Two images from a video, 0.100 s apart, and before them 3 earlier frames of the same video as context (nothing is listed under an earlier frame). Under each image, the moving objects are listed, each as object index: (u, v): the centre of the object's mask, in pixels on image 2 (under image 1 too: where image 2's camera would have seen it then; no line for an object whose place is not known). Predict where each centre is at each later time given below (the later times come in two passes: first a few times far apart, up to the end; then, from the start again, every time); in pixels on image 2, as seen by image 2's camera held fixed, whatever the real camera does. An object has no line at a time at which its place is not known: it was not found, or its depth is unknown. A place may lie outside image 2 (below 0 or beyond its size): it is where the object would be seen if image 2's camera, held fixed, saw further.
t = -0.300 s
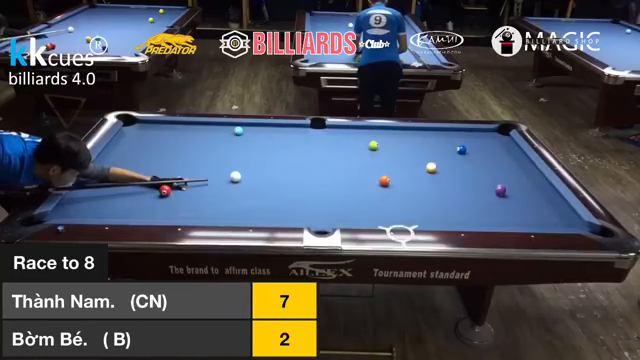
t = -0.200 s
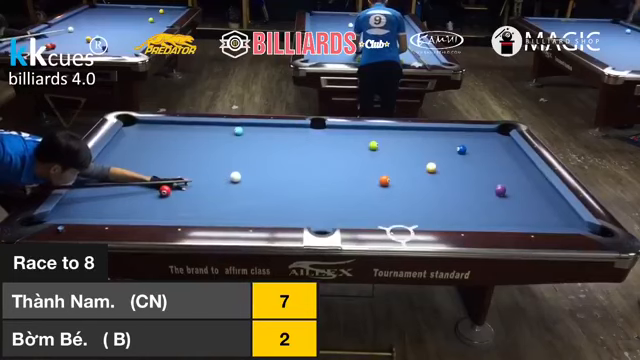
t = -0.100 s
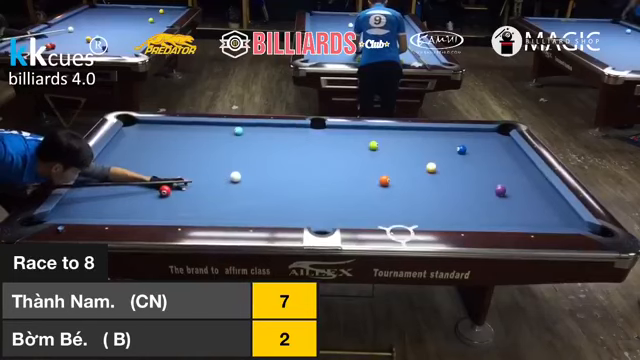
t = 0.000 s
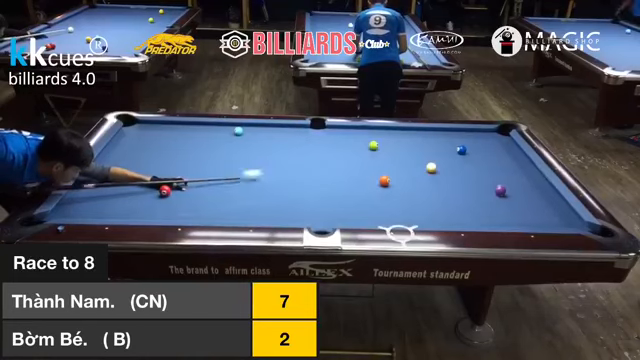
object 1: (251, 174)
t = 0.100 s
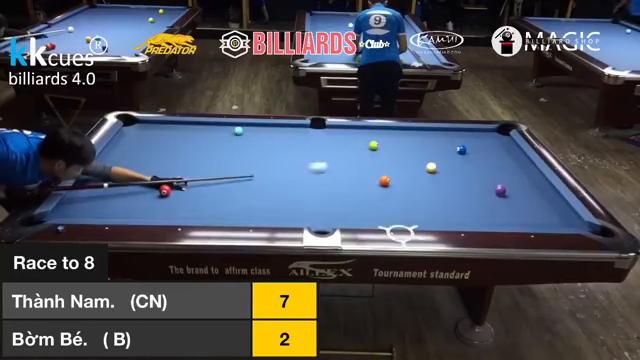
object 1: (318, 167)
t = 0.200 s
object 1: (376, 160)
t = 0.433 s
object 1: (467, 155)
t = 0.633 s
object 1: (494, 165)
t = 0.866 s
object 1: (528, 176)
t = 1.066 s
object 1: (544, 186)
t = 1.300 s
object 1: (540, 199)
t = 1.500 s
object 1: (536, 211)
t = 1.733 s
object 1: (532, 224)
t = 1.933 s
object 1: (512, 219)
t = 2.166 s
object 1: (490, 211)
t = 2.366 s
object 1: (472, 204)
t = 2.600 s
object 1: (453, 197)
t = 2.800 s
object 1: (438, 192)
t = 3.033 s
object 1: (422, 186)
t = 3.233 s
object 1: (410, 181)
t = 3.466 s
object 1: (396, 176)
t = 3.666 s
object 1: (386, 171)
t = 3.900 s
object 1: (374, 168)
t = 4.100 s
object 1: (365, 165)
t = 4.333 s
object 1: (355, 161)
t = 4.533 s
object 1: (347, 158)
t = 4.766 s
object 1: (339, 155)
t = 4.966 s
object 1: (333, 153)
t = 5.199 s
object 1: (326, 150)
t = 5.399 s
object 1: (321, 149)
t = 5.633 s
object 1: (315, 146)
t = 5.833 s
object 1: (311, 145)
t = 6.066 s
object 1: (306, 143)
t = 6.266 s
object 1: (303, 142)
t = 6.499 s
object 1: (300, 141)
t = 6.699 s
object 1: (297, 140)
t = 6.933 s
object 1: (295, 139)
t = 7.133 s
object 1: (294, 138)
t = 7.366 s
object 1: (293, 138)
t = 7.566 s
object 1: (292, 137)
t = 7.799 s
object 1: (292, 137)
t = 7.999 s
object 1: (292, 137)
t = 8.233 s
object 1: (292, 137)
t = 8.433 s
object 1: (292, 137)
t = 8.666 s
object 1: (292, 137)
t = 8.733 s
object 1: (292, 137)
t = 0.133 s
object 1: (339, 165)
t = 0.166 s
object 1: (358, 162)
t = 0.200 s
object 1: (376, 160)
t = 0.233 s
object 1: (394, 158)
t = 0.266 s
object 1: (411, 156)
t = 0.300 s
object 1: (427, 154)
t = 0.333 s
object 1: (443, 153)
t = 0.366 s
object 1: (456, 151)
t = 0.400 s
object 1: (462, 153)
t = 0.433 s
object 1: (467, 155)
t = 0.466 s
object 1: (471, 157)
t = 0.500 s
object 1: (476, 158)
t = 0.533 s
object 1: (481, 160)
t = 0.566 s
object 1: (485, 162)
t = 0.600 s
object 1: (490, 163)
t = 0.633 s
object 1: (494, 165)
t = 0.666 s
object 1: (499, 166)
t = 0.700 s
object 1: (504, 168)
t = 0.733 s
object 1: (508, 169)
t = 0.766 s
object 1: (513, 171)
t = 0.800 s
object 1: (518, 173)
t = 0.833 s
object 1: (522, 174)
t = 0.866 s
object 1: (528, 176)
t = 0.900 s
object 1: (533, 178)
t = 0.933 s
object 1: (538, 179)
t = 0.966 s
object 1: (543, 181)
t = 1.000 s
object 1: (545, 183)
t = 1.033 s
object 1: (545, 184)
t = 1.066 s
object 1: (544, 186)
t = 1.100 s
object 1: (543, 188)
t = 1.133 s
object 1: (543, 190)
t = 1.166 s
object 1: (542, 192)
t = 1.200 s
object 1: (542, 194)
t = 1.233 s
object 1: (541, 195)
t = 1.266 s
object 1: (540, 198)
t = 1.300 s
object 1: (540, 199)
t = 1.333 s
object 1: (539, 201)
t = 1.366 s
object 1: (539, 203)
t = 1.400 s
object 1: (538, 205)
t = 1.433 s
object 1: (538, 207)
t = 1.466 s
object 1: (537, 209)
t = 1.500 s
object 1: (536, 211)
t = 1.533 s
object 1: (536, 213)
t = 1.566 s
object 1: (535, 215)
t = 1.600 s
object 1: (535, 217)
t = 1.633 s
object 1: (534, 219)
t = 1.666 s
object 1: (534, 221)
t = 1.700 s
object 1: (533, 223)
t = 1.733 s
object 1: (532, 224)
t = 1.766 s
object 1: (529, 224)
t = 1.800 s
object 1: (525, 223)
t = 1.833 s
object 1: (521, 222)
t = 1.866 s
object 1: (519, 220)
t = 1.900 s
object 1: (515, 220)
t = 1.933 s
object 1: (512, 219)
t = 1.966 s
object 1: (509, 217)
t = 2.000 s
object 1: (505, 217)
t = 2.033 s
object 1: (502, 216)
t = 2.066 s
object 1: (499, 215)
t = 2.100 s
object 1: (496, 213)
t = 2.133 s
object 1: (493, 212)
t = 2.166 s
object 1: (490, 211)
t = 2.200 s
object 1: (487, 210)
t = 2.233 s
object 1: (484, 209)
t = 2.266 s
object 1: (481, 208)
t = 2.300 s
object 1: (478, 207)
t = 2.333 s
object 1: (475, 205)
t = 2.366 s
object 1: (472, 204)
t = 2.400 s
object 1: (469, 203)
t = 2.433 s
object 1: (467, 202)
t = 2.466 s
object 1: (464, 201)
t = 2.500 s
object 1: (461, 200)
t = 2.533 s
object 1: (458, 199)
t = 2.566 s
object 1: (456, 198)
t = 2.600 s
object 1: (453, 197)
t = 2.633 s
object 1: (451, 197)
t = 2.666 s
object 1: (448, 195)
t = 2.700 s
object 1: (446, 195)
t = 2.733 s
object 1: (443, 194)
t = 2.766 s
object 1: (441, 193)
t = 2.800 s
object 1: (438, 192)
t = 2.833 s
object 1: (436, 191)
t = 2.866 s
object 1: (433, 190)
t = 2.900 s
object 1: (431, 189)
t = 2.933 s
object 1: (429, 189)
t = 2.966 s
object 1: (427, 188)
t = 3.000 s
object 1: (425, 187)
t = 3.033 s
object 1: (422, 186)
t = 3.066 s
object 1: (420, 185)
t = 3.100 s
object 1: (418, 184)
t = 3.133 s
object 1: (416, 184)
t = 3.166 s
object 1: (414, 183)
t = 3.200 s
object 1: (412, 182)
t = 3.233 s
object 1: (410, 181)
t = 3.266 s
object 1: (408, 180)
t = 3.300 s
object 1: (406, 180)
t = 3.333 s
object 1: (404, 179)
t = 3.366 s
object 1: (402, 179)
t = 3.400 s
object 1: (401, 178)
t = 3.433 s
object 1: (398, 177)
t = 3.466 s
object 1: (396, 176)
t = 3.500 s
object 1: (394, 176)
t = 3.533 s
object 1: (393, 175)
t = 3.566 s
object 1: (391, 174)
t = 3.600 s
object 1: (389, 173)
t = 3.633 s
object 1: (388, 172)
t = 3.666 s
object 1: (386, 171)
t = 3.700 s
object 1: (384, 171)
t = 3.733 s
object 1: (382, 171)
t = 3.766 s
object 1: (380, 170)
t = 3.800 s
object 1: (379, 170)
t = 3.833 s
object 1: (377, 169)
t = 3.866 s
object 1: (376, 169)
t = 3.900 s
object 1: (374, 168)
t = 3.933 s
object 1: (372, 168)
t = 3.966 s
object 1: (371, 167)
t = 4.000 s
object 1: (369, 166)
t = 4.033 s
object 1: (368, 166)
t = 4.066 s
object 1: (367, 165)
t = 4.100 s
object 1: (365, 165)
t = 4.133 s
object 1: (363, 165)
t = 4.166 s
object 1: (362, 164)
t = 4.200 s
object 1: (360, 163)
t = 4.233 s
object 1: (359, 163)
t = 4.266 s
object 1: (358, 162)
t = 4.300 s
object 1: (357, 162)
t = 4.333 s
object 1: (355, 161)
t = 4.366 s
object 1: (354, 161)
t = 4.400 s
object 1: (352, 160)
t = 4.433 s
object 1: (351, 160)
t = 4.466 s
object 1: (350, 159)
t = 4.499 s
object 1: (349, 159)
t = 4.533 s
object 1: (347, 158)
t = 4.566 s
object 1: (346, 158)
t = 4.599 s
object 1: (345, 158)
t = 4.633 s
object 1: (344, 157)
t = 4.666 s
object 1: (343, 157)
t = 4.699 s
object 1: (342, 156)
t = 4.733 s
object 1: (340, 156)
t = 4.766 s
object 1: (339, 155)
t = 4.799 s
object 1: (338, 155)
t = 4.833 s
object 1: (337, 155)
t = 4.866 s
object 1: (336, 154)
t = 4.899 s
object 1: (335, 154)
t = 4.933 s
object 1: (334, 153)
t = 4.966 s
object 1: (333, 153)
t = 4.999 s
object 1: (332, 152)
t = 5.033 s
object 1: (331, 152)
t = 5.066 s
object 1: (330, 151)
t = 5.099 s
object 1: (328, 151)
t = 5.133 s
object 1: (327, 151)
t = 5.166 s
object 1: (327, 150)
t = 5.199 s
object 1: (326, 150)
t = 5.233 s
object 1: (325, 150)
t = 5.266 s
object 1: (324, 150)
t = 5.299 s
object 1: (323, 149)
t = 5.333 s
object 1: (322, 149)
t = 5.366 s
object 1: (321, 149)
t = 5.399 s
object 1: (321, 149)
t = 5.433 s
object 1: (320, 148)
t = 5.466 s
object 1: (319, 148)
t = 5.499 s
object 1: (318, 147)
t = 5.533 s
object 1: (317, 147)
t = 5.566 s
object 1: (316, 147)
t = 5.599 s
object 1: (316, 147)
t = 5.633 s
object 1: (315, 146)
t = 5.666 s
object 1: (314, 146)
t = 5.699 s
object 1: (313, 146)
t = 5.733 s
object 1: (313, 146)
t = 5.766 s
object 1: (312, 145)
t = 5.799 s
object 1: (311, 145)
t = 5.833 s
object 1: (311, 145)
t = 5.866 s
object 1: (310, 145)
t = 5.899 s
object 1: (309, 144)
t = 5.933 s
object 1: (309, 144)
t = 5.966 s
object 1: (308, 144)
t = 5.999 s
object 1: (307, 144)
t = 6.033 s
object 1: (307, 143)
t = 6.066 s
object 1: (306, 143)
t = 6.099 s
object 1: (305, 143)
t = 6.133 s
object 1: (305, 143)
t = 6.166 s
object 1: (304, 143)
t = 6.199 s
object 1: (304, 142)
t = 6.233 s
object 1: (303, 142)
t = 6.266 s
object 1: (303, 142)
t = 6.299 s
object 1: (302, 141)
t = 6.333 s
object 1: (302, 141)
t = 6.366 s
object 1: (301, 141)
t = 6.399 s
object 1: (301, 141)
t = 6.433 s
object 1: (300, 141)
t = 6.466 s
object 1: (300, 141)
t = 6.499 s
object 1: (300, 141)
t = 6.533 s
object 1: (299, 140)
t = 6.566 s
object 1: (299, 140)
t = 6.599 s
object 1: (298, 140)
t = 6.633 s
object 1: (298, 140)
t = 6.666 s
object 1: (298, 140)
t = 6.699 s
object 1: (297, 140)
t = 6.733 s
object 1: (297, 140)
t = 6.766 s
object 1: (297, 139)
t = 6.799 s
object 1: (296, 139)
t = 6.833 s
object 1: (296, 139)
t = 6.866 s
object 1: (296, 139)
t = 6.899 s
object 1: (295, 139)
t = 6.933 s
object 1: (295, 139)
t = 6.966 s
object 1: (295, 139)
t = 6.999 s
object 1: (294, 139)
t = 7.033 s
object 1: (294, 139)
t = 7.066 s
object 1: (294, 138)
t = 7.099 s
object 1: (294, 138)
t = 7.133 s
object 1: (294, 138)
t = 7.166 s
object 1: (294, 138)
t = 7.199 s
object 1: (293, 138)
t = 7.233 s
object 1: (293, 138)
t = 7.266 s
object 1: (293, 138)
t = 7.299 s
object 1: (293, 138)
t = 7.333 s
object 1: (293, 138)
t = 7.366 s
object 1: (293, 138)
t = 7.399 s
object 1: (292, 138)
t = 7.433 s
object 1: (292, 138)
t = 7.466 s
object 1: (292, 137)
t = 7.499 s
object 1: (292, 137)
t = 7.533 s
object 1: (292, 137)
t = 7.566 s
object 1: (292, 137)
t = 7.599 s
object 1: (292, 137)
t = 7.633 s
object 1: (292, 137)
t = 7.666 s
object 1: (292, 137)
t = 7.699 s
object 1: (292, 137)
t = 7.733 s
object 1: (292, 137)
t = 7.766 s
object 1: (292, 137)
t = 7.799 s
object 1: (292, 137)
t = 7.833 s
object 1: (292, 137)
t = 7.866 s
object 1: (292, 137)
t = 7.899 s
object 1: (292, 137)
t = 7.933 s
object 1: (292, 137)
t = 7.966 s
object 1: (292, 137)
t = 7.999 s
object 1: (292, 137)
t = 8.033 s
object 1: (292, 137)
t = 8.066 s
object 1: (292, 137)
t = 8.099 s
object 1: (292, 137)
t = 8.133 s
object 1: (292, 137)
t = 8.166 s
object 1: (292, 137)
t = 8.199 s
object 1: (292, 137)
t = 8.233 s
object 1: (292, 137)
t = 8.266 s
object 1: (292, 137)
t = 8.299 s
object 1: (292, 137)
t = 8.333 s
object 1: (292, 137)
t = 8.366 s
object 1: (292, 137)
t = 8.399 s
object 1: (292, 137)
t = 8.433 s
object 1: (292, 137)
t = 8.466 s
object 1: (292, 137)
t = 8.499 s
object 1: (292, 137)
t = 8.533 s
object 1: (292, 137)
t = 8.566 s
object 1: (292, 137)
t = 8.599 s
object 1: (292, 137)
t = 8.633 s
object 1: (292, 137)
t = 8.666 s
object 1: (292, 137)
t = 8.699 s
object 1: (292, 137)
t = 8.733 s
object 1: (292, 137)
